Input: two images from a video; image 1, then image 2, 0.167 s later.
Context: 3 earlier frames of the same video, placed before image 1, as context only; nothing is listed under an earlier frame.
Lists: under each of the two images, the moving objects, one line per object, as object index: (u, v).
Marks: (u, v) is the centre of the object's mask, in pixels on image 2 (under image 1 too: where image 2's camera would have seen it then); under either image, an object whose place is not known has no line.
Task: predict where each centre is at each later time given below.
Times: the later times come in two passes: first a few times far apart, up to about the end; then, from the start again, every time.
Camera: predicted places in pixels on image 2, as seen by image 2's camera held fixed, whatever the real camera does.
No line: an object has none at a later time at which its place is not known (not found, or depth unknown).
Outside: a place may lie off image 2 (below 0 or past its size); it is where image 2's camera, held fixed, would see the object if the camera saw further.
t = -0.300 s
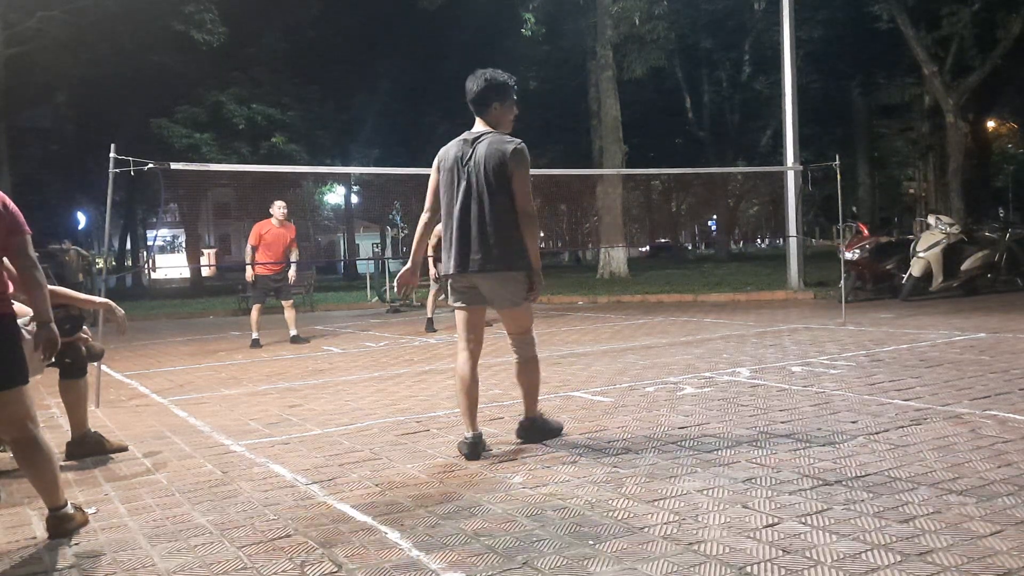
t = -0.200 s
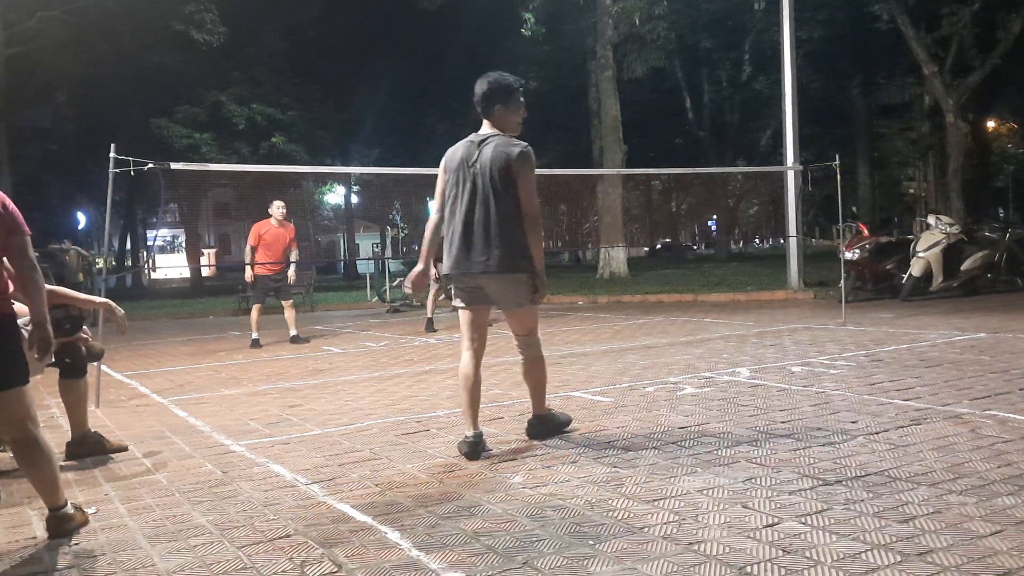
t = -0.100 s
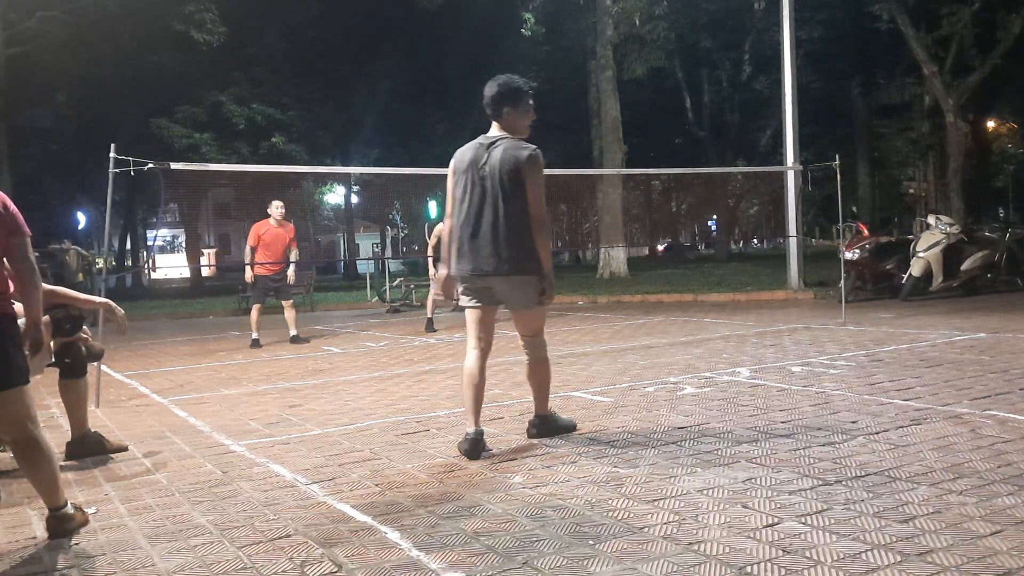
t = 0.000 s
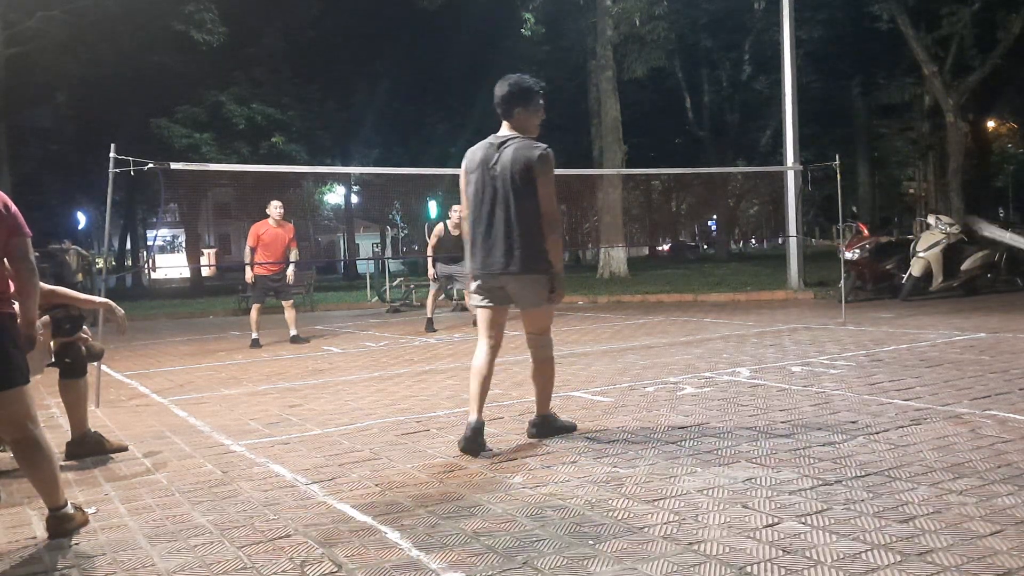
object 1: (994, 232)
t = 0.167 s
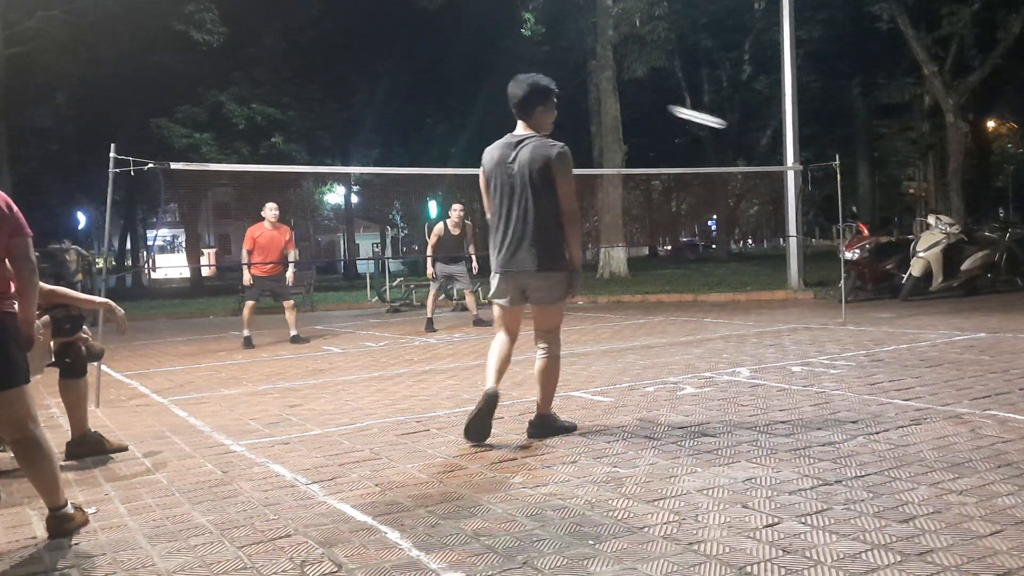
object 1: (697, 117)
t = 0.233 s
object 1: (614, 95)
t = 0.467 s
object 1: (420, 98)
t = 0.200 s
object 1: (653, 104)
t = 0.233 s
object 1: (614, 95)
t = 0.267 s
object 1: (581, 90)
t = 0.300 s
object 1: (564, 88)
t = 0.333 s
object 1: (512, 86)
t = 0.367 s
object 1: (488, 86)
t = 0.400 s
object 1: (463, 89)
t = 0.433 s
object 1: (440, 94)
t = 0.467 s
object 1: (420, 98)
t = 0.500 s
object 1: (400, 104)
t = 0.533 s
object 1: (381, 112)
